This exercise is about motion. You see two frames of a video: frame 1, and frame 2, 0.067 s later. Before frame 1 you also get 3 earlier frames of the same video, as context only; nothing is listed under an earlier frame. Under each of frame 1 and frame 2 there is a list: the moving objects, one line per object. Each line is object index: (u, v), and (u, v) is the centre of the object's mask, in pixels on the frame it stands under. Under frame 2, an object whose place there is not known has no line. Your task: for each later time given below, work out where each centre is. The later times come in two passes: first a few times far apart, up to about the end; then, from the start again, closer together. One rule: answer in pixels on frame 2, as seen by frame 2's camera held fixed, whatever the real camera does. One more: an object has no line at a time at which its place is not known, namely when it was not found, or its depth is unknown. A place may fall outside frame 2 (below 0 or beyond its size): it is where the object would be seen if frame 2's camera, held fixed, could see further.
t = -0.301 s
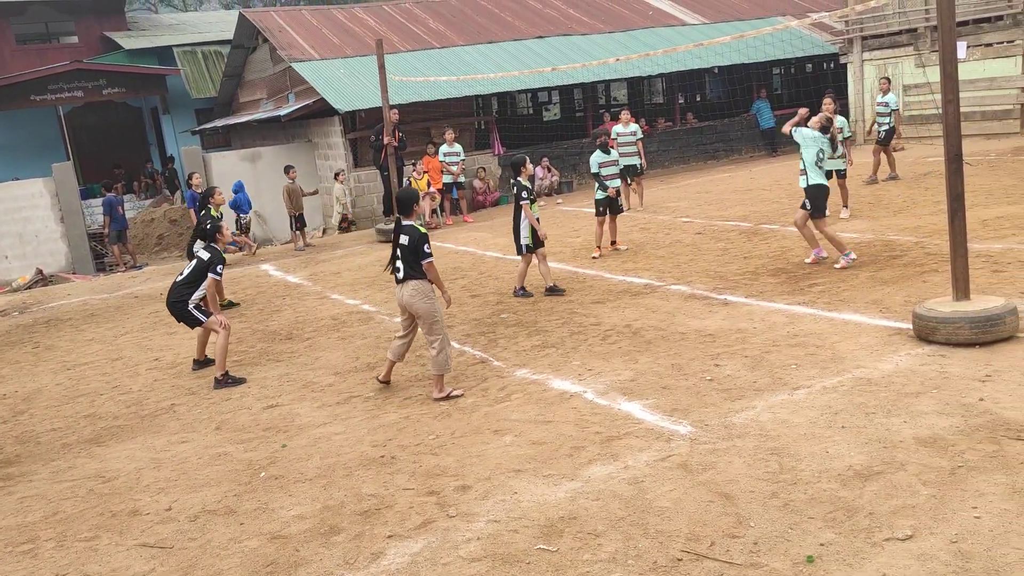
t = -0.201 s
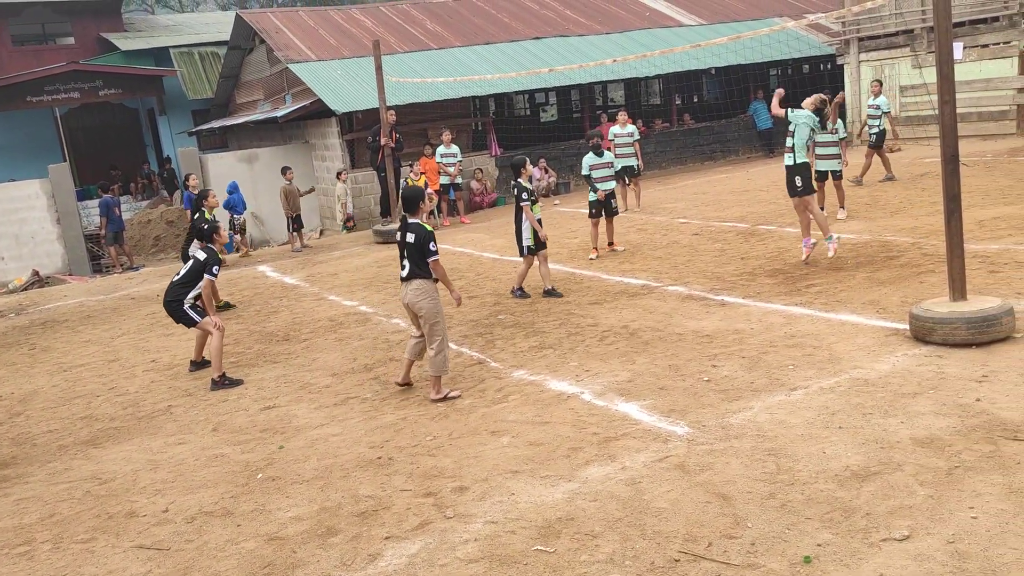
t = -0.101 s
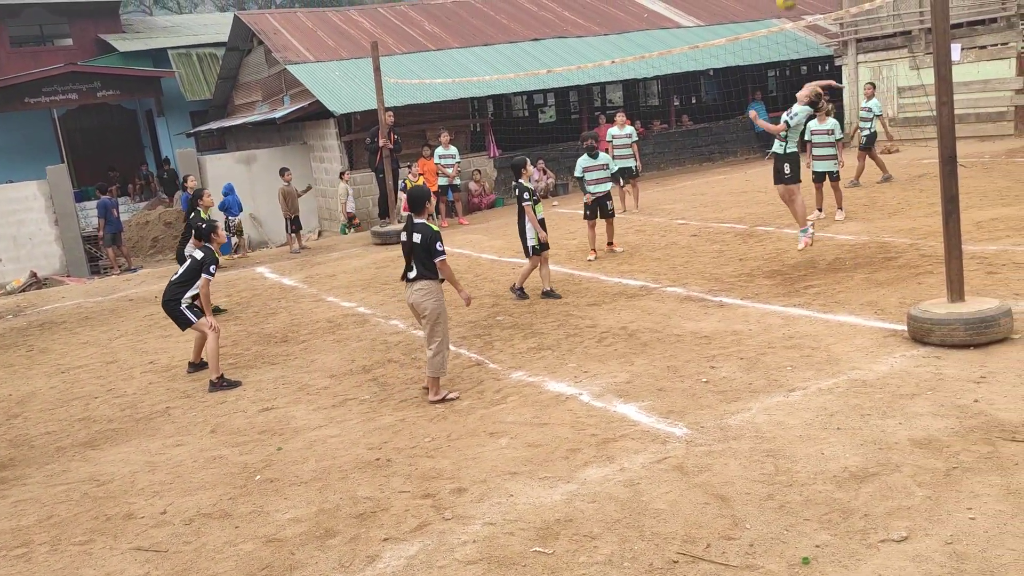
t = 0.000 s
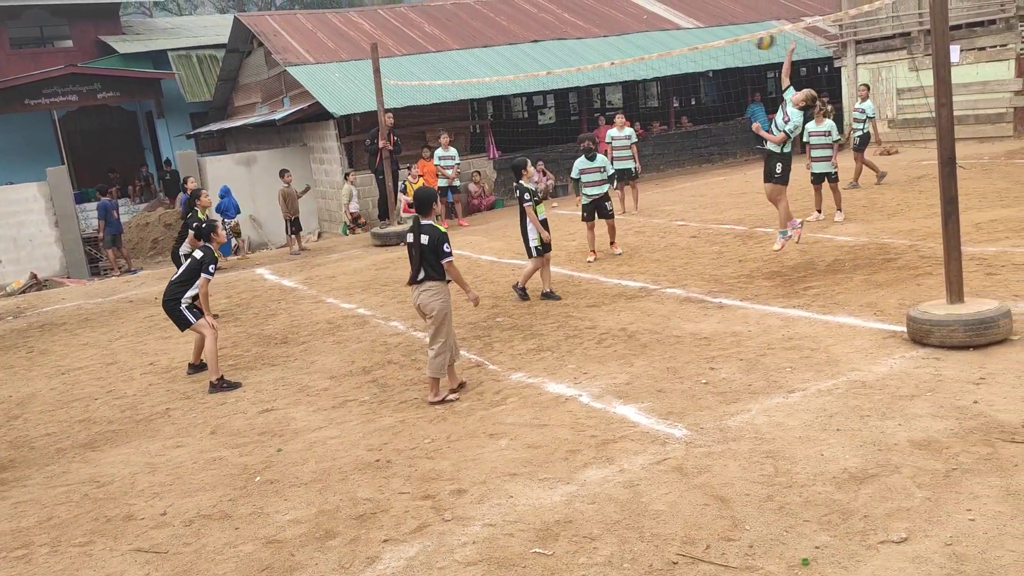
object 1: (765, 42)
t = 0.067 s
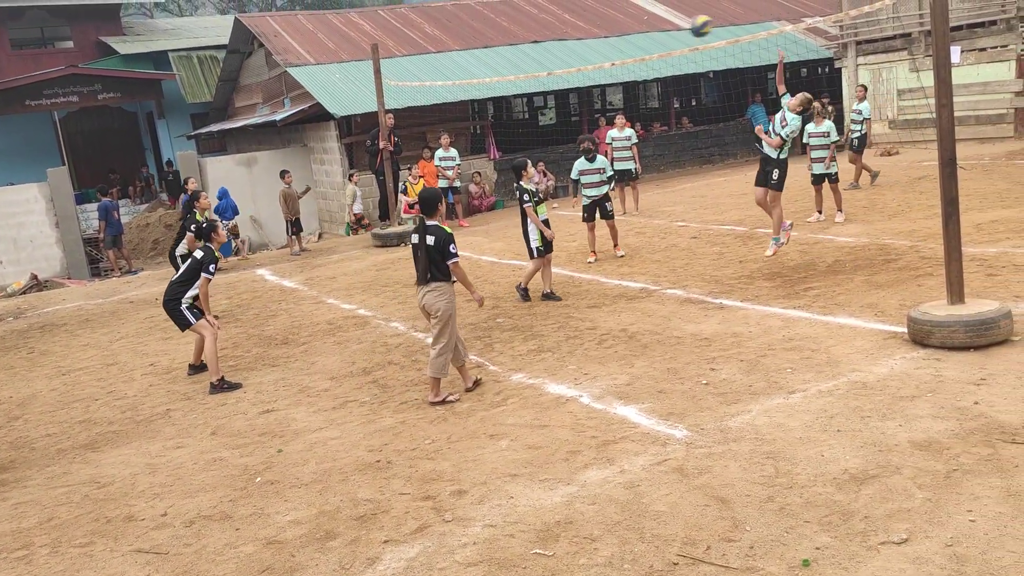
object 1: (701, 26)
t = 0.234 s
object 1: (531, 11)
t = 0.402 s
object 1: (356, 27)
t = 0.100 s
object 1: (668, 21)
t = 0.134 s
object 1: (634, 16)
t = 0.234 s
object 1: (531, 11)
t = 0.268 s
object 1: (498, 12)
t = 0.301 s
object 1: (463, 13)
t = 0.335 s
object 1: (428, 17)
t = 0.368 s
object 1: (392, 21)
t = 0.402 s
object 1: (356, 27)
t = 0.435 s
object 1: (319, 34)
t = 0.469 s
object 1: (284, 43)
